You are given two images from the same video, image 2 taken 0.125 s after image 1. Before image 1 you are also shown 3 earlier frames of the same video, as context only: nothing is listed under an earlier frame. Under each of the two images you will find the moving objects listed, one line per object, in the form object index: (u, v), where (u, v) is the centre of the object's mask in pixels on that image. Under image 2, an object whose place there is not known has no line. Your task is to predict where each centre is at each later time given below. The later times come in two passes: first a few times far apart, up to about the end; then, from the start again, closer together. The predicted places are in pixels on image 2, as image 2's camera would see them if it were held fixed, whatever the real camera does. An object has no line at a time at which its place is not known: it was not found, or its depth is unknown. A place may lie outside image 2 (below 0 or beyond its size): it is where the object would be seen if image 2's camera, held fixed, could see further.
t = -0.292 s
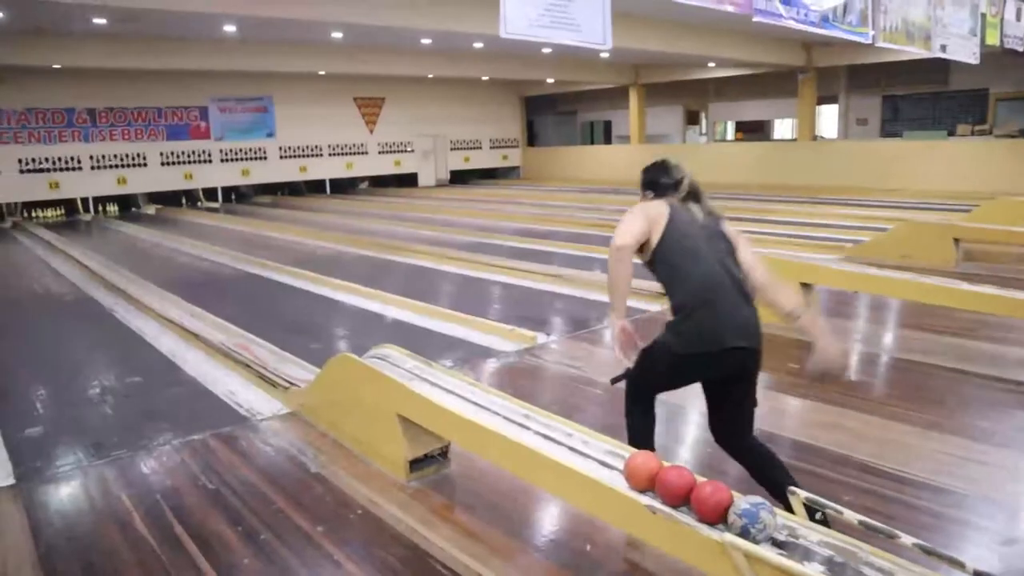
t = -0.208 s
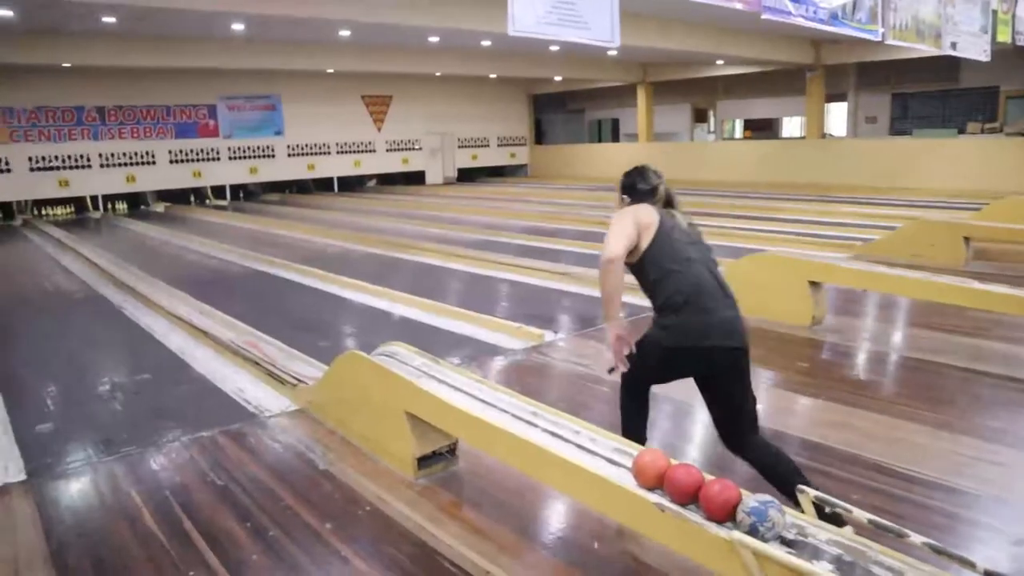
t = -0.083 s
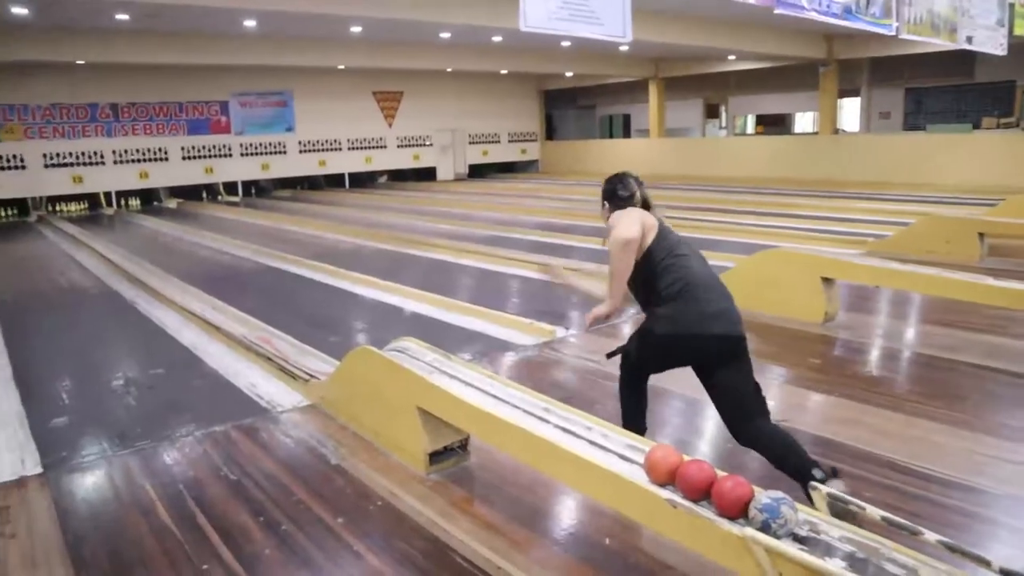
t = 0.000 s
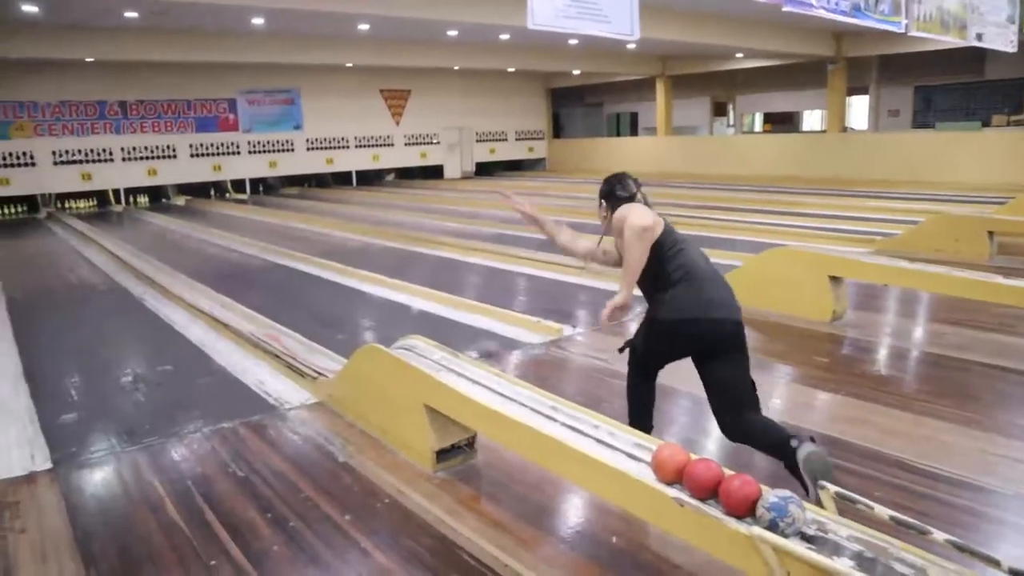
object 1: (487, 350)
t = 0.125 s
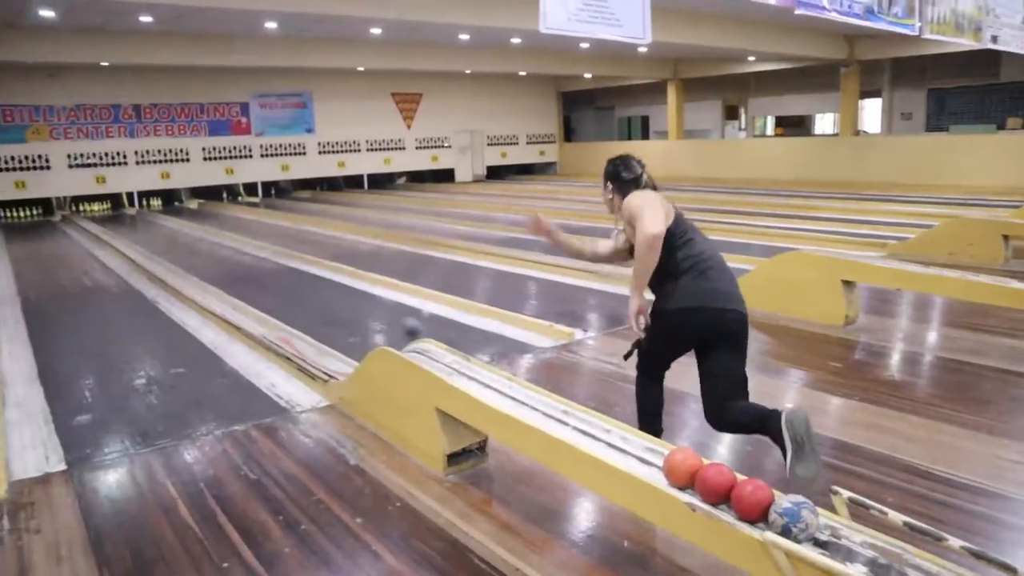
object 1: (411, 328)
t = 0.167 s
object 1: (388, 320)
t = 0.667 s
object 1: (235, 263)
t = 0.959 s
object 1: (191, 246)
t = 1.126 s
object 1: (175, 240)
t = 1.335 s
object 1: (159, 235)
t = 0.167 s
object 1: (388, 320)
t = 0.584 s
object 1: (251, 270)
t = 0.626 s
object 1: (241, 266)
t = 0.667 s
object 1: (235, 263)
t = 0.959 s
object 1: (191, 246)
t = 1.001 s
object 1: (187, 245)
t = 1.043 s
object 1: (182, 243)
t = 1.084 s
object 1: (178, 241)
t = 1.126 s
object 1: (175, 240)
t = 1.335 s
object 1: (159, 235)
